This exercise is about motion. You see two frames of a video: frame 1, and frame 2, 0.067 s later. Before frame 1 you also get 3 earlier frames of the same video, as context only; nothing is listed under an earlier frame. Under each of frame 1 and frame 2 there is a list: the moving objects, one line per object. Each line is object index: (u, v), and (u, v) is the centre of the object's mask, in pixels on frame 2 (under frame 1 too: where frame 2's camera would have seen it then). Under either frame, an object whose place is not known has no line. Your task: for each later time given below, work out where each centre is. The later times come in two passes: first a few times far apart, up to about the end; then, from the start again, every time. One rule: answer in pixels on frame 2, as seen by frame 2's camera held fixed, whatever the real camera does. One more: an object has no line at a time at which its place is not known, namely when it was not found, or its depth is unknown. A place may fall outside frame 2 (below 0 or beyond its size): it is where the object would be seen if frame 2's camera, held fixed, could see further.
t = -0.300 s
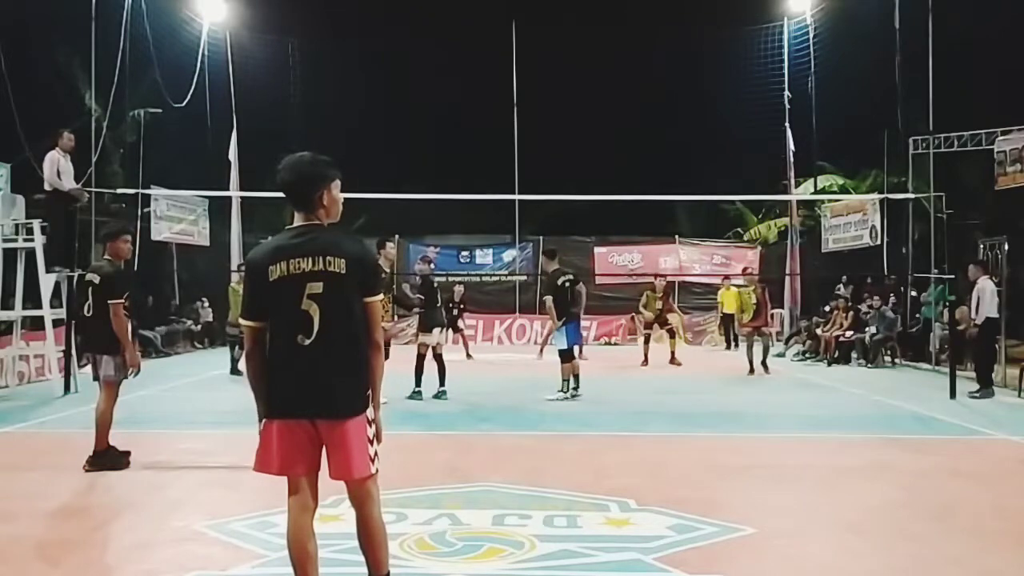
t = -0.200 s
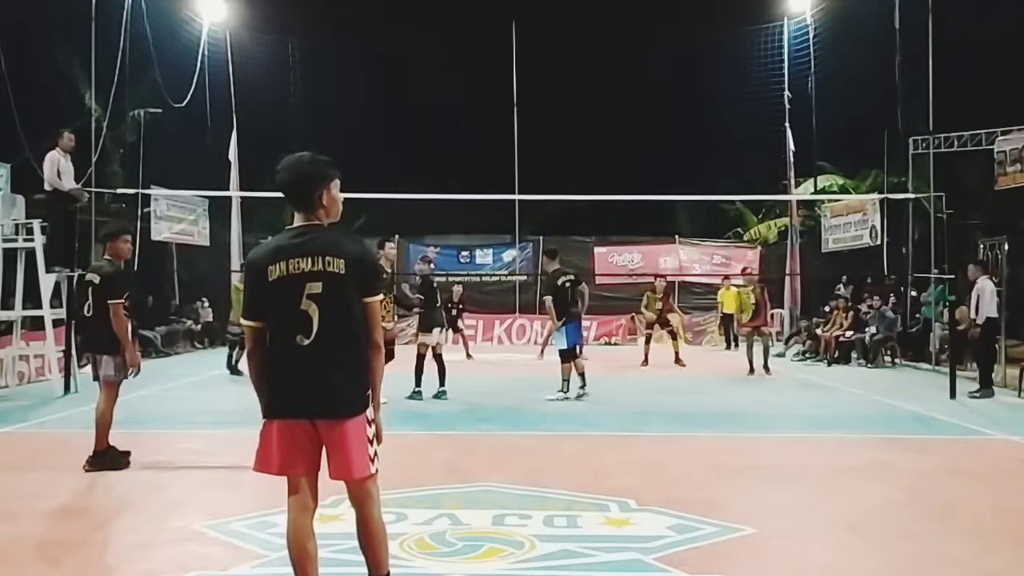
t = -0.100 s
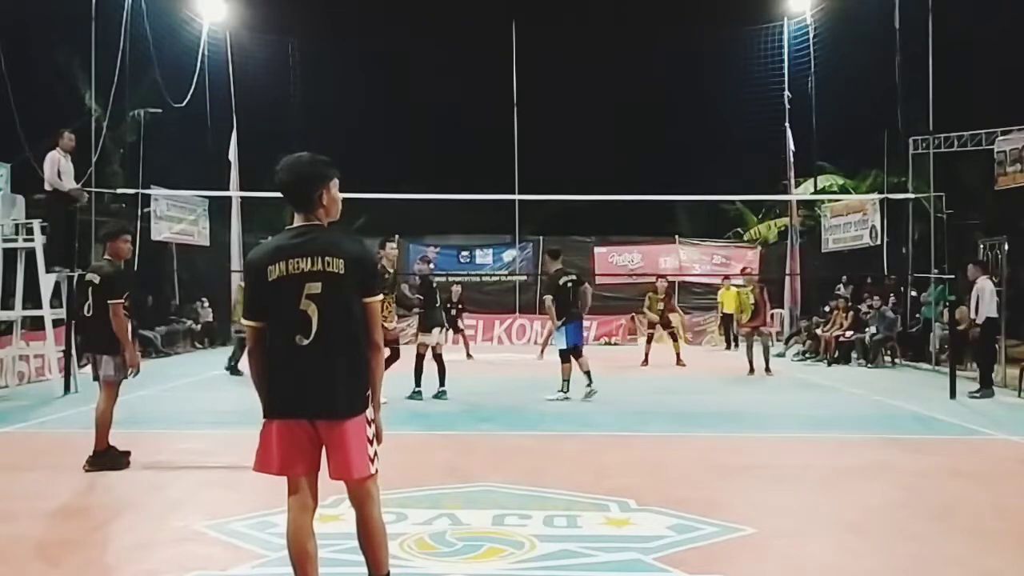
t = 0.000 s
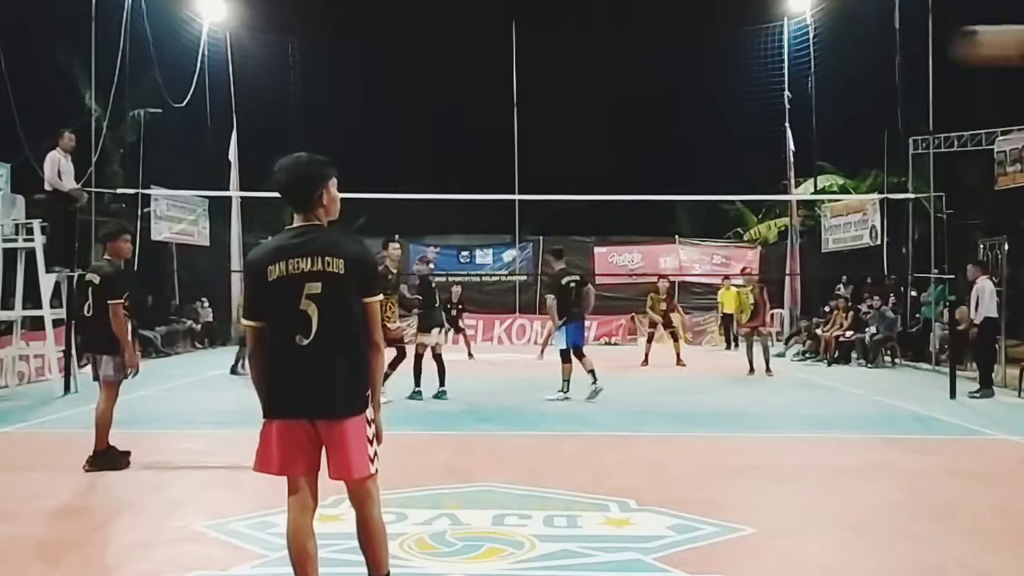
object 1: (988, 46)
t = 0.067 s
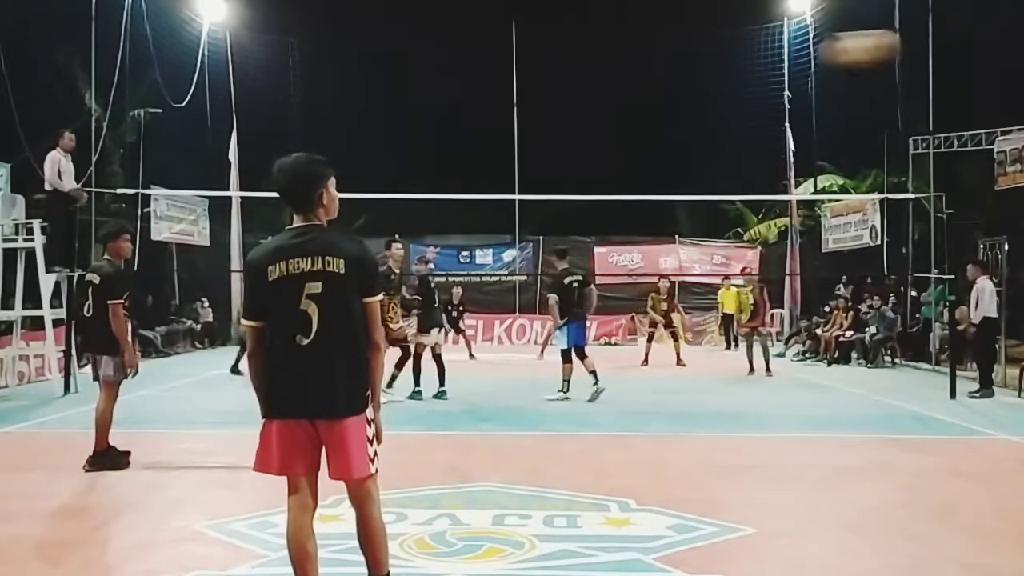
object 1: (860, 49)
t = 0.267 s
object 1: (616, 90)
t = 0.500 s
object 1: (483, 160)
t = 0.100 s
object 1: (805, 52)
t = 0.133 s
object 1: (753, 58)
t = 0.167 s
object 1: (714, 65)
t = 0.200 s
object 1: (677, 73)
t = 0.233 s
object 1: (645, 81)
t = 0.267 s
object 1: (616, 90)
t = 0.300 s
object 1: (591, 99)
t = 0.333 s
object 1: (569, 109)
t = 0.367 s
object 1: (548, 119)
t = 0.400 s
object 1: (531, 128)
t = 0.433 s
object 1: (513, 138)
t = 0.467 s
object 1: (497, 149)
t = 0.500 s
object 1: (483, 160)
